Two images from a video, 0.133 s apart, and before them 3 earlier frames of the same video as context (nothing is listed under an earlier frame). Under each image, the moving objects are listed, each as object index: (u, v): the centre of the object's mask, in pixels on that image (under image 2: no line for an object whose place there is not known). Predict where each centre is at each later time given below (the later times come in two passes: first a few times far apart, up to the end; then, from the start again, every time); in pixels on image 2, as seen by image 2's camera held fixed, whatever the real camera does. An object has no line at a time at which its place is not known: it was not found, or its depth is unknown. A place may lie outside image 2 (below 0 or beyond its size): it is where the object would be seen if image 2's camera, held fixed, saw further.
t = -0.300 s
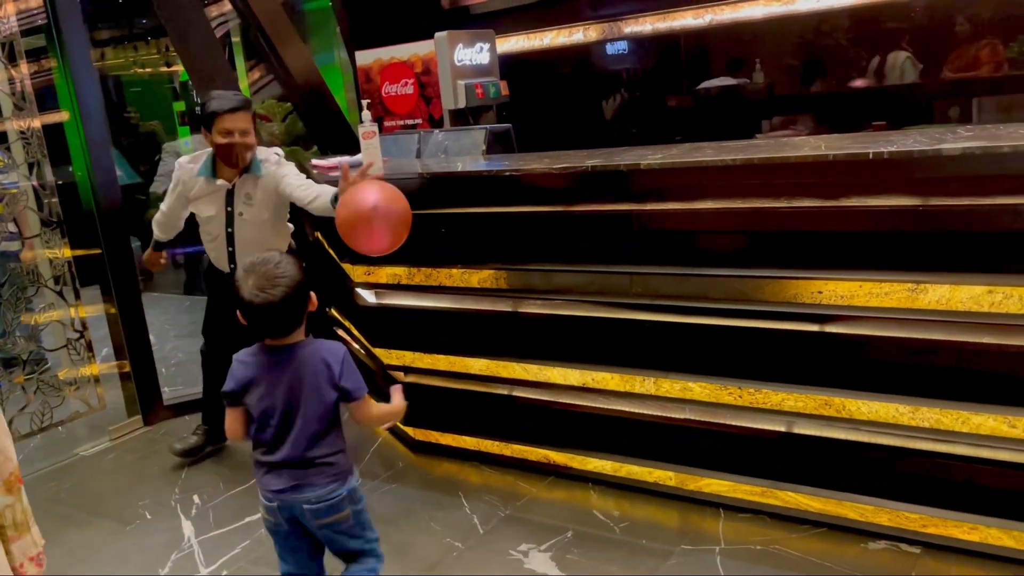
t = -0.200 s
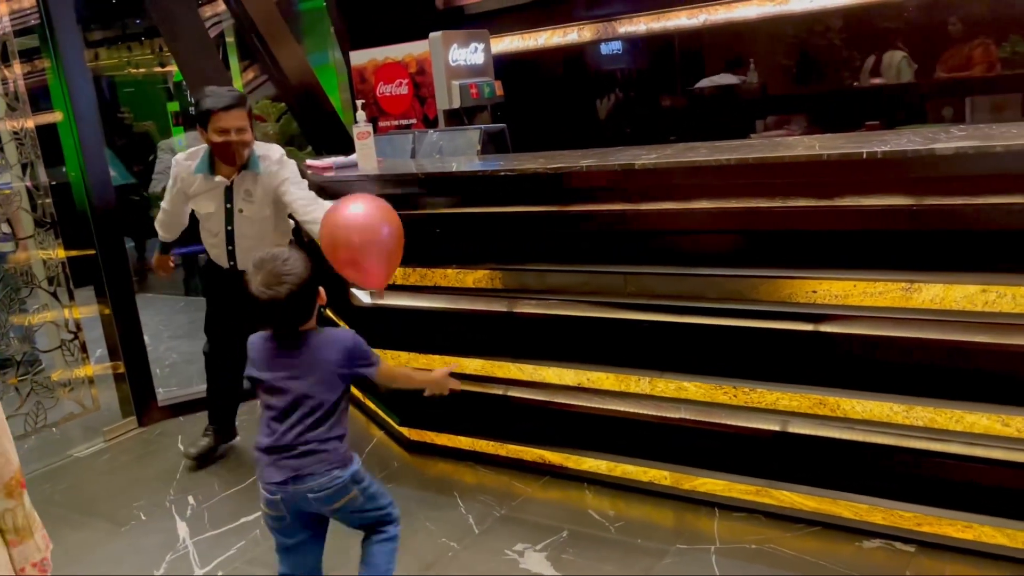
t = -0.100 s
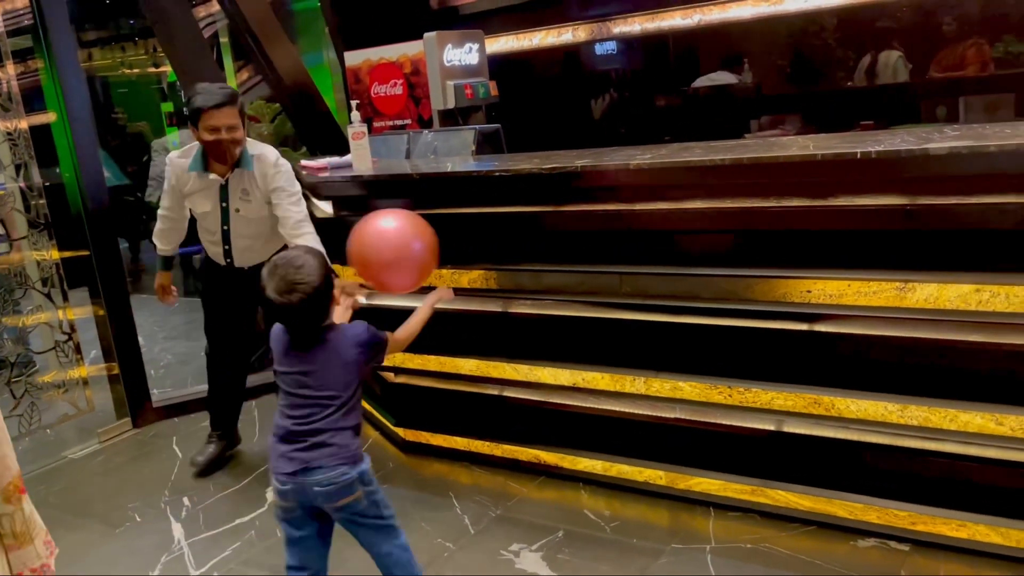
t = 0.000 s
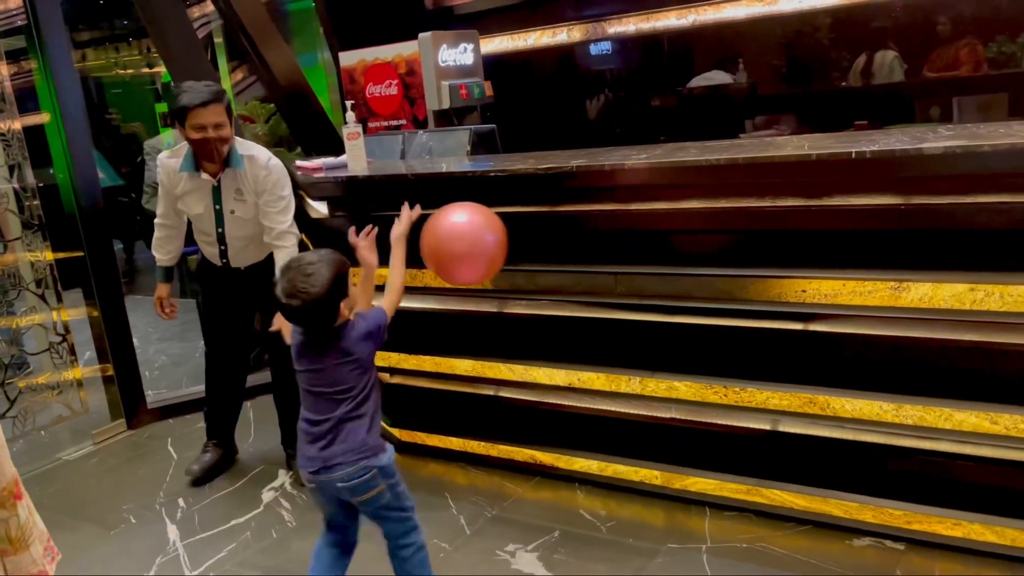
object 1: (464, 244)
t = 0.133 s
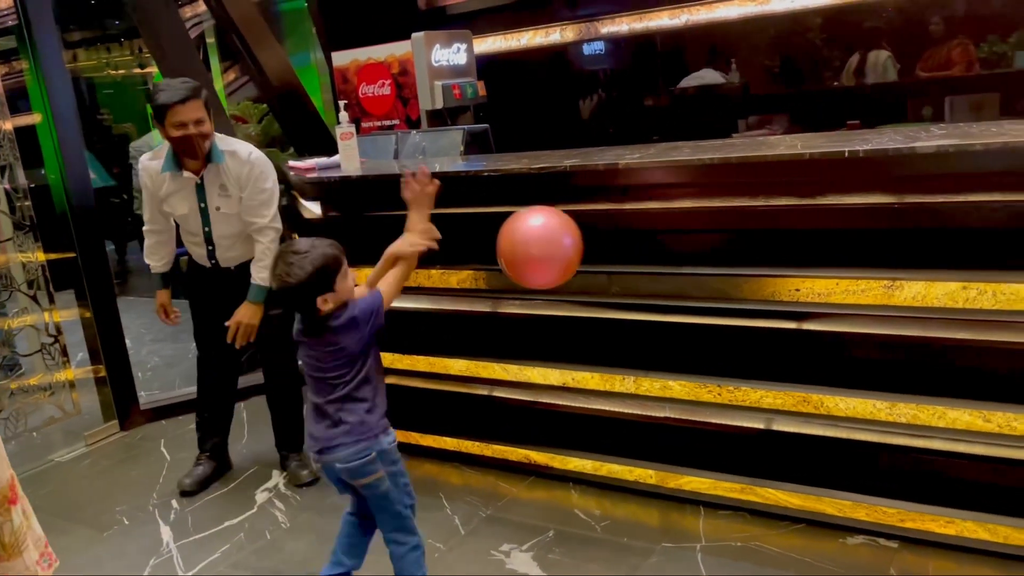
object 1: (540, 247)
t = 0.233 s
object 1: (586, 258)
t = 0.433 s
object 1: (636, 292)
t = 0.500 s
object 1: (644, 308)
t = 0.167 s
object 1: (557, 250)
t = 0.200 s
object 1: (571, 254)
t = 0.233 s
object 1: (586, 258)
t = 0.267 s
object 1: (597, 262)
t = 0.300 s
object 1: (607, 267)
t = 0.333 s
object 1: (617, 272)
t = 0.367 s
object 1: (624, 278)
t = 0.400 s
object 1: (631, 285)
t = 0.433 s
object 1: (636, 292)
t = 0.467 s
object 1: (641, 299)
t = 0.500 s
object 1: (644, 308)
